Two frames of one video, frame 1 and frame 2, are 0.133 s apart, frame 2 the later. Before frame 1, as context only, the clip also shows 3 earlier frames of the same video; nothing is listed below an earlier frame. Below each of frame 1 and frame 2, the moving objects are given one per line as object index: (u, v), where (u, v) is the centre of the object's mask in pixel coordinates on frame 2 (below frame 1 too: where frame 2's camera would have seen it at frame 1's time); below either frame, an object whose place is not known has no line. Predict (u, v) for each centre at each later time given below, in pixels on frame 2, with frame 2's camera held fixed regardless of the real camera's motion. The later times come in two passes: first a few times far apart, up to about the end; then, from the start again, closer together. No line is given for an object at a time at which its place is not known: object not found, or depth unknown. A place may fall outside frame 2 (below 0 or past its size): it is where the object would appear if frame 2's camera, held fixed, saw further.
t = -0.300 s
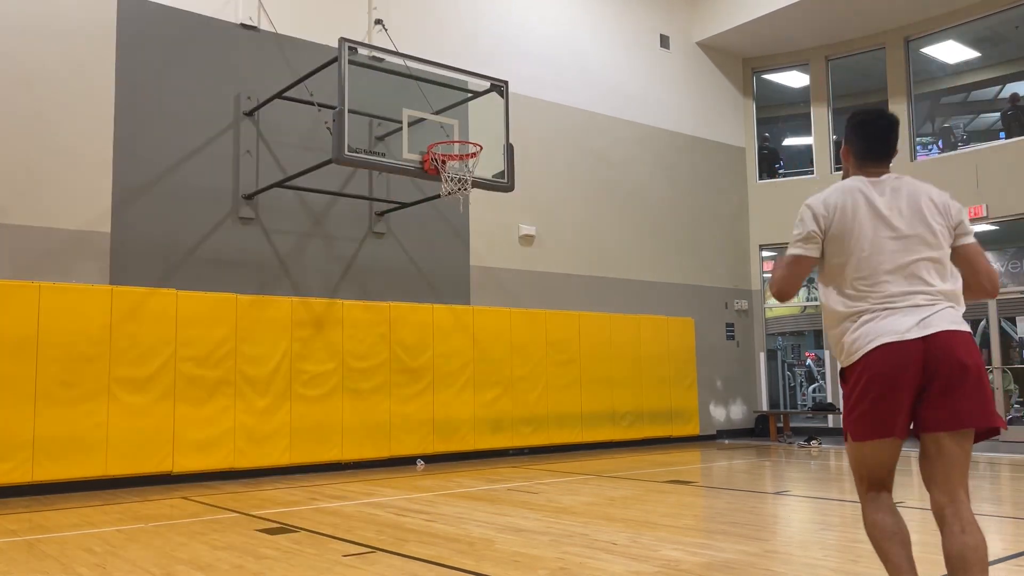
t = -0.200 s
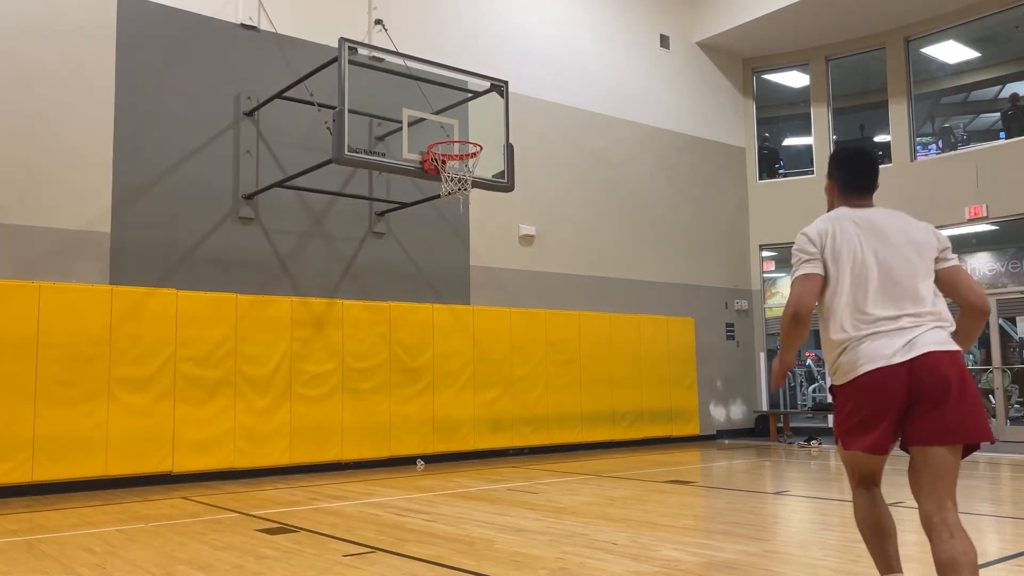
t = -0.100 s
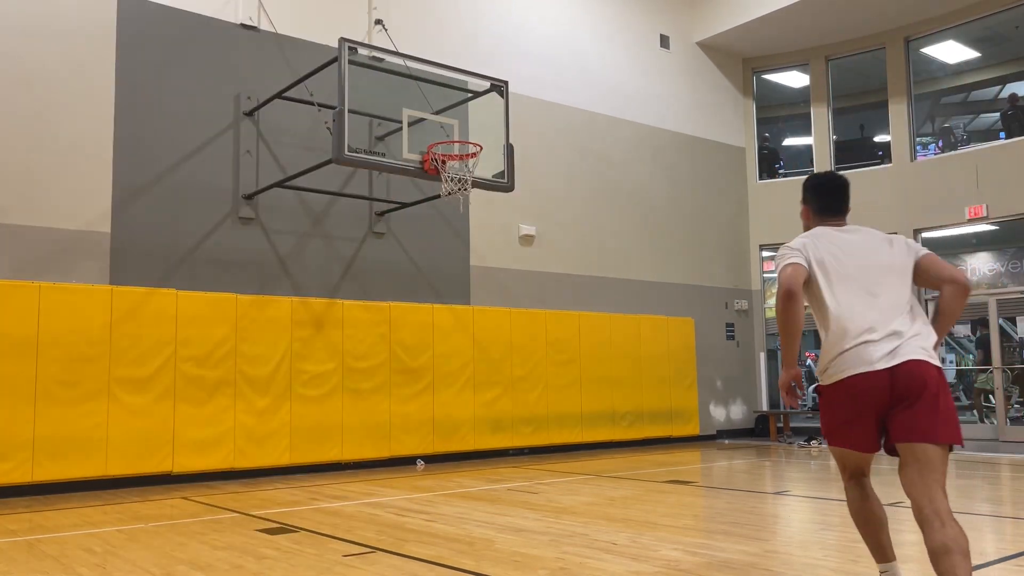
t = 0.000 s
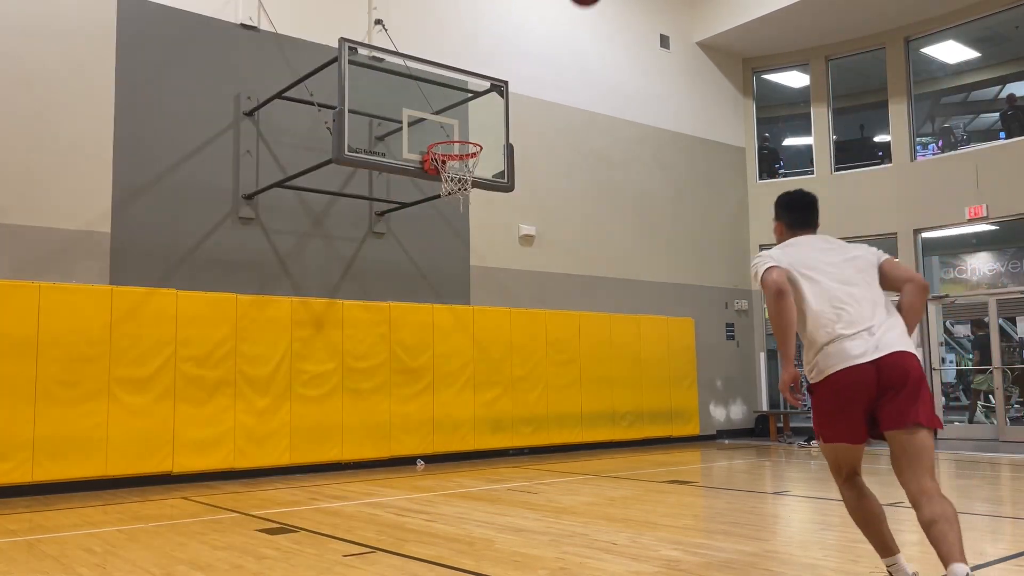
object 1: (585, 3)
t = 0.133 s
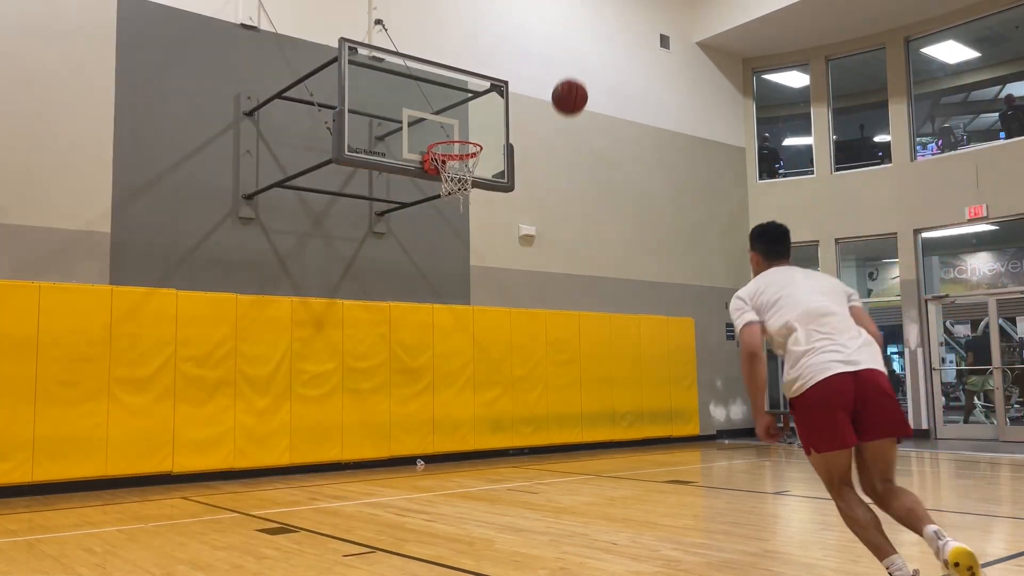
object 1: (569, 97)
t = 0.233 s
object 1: (559, 187)
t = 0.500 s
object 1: (535, 460)
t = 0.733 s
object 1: (528, 359)
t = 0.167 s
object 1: (566, 126)
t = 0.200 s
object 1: (562, 156)
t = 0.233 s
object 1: (559, 187)
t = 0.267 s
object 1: (556, 219)
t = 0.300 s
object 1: (552, 251)
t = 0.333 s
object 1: (549, 283)
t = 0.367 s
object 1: (546, 317)
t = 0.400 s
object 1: (543, 351)
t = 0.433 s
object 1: (541, 387)
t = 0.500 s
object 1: (535, 460)
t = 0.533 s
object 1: (533, 497)
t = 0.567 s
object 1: (532, 472)
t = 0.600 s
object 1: (531, 445)
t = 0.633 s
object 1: (530, 421)
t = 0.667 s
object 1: (529, 399)
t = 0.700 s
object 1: (528, 378)
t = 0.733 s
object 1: (528, 359)
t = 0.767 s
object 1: (527, 342)
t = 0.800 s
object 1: (526, 326)
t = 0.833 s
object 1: (526, 312)
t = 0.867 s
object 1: (525, 300)
